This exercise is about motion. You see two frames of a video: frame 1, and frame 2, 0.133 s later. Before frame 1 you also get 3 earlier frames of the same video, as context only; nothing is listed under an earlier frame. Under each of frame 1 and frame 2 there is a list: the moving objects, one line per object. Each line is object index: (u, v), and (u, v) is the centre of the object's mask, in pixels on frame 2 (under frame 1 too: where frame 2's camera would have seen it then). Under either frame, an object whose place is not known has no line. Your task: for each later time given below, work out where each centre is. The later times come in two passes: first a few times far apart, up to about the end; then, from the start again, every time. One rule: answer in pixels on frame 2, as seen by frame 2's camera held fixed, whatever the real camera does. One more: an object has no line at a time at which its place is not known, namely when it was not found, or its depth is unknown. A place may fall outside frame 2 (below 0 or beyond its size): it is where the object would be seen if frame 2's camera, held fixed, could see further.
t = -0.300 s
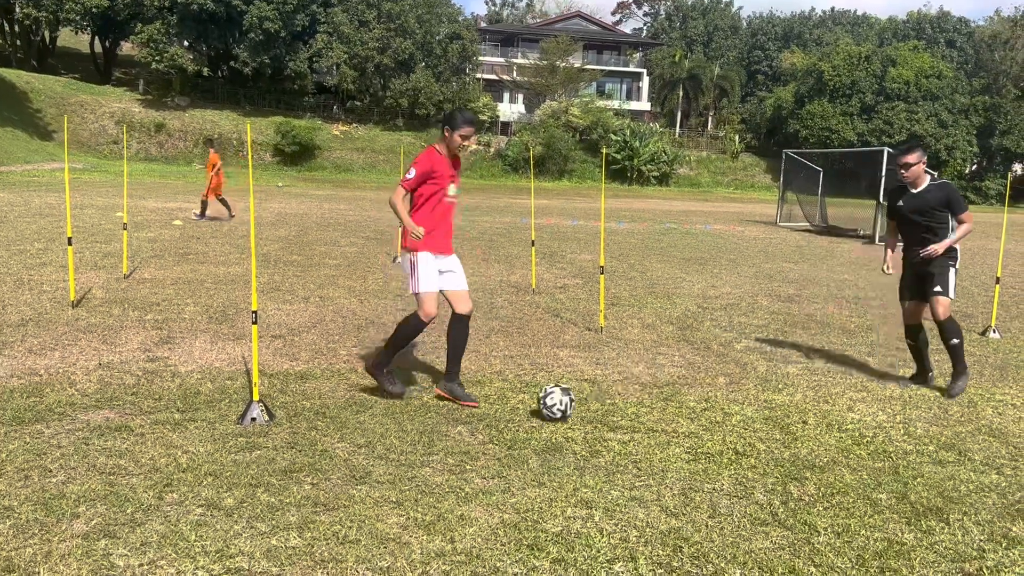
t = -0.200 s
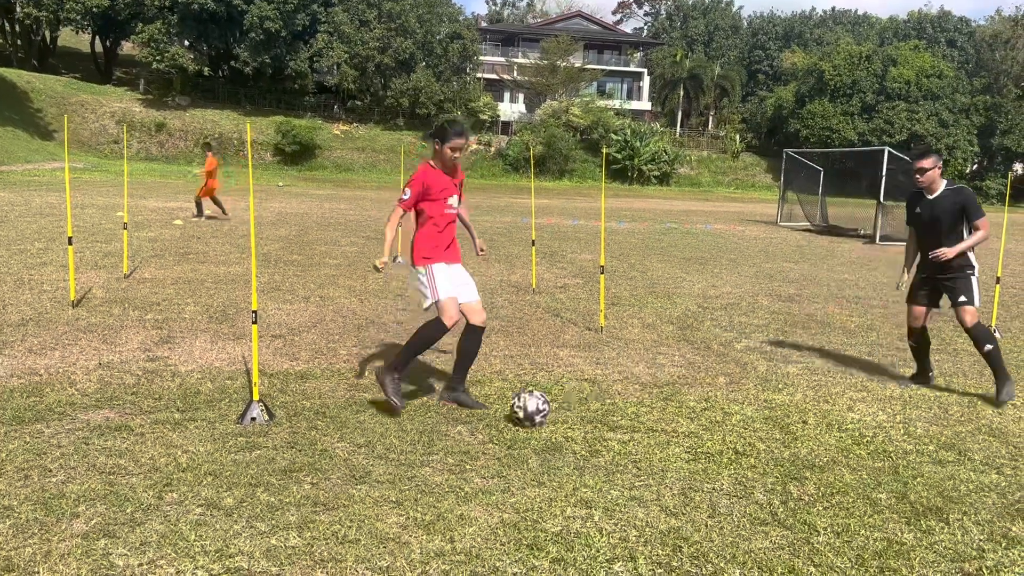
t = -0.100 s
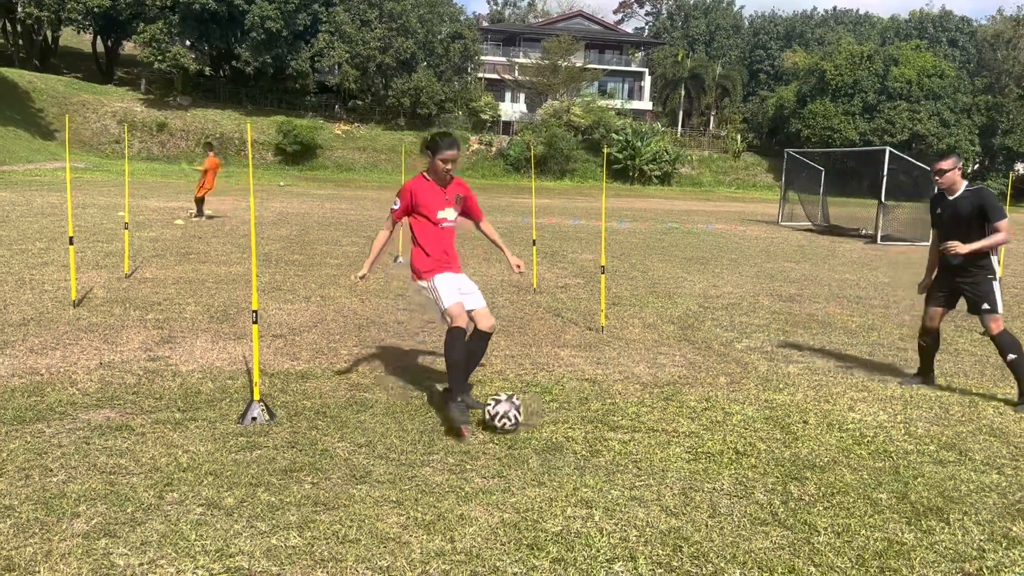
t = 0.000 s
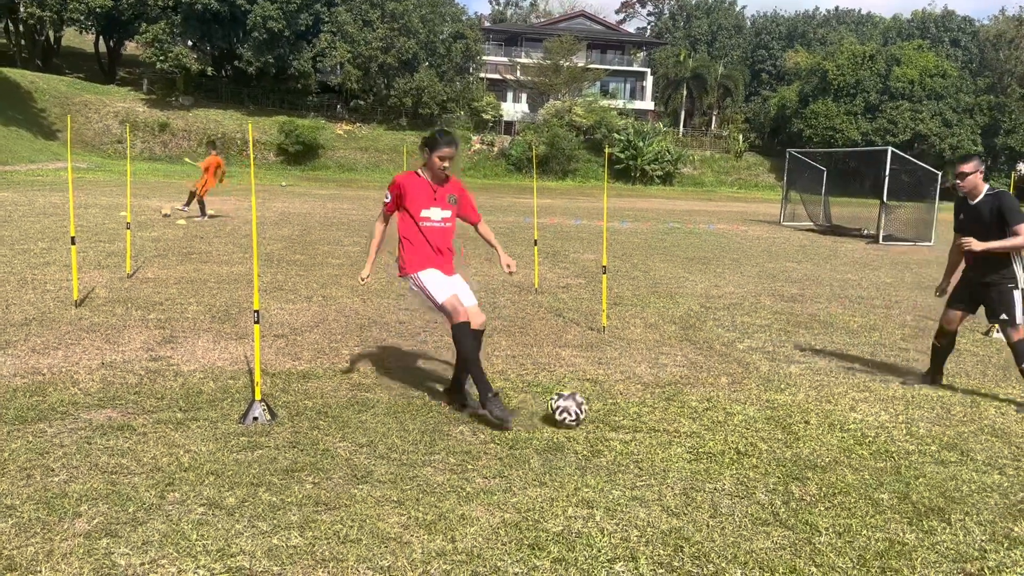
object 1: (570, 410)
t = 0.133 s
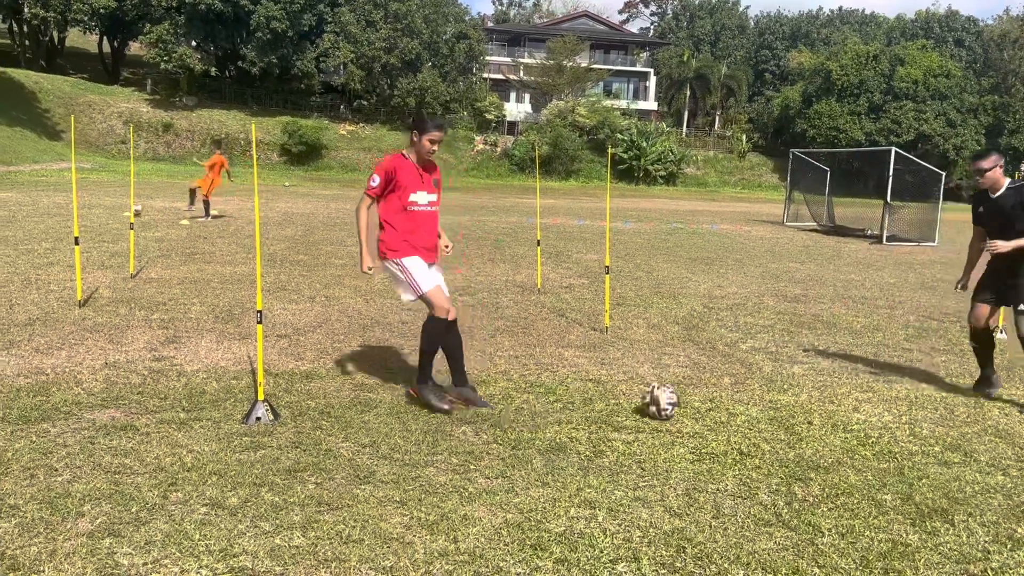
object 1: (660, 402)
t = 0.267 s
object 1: (728, 392)
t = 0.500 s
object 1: (819, 387)
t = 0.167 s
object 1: (678, 398)
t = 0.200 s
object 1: (694, 394)
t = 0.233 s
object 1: (710, 393)
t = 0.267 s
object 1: (728, 392)
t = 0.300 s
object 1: (740, 392)
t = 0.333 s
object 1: (755, 393)
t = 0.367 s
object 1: (769, 390)
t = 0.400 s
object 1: (782, 387)
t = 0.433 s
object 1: (794, 384)
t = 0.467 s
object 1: (807, 384)
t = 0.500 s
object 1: (819, 387)
